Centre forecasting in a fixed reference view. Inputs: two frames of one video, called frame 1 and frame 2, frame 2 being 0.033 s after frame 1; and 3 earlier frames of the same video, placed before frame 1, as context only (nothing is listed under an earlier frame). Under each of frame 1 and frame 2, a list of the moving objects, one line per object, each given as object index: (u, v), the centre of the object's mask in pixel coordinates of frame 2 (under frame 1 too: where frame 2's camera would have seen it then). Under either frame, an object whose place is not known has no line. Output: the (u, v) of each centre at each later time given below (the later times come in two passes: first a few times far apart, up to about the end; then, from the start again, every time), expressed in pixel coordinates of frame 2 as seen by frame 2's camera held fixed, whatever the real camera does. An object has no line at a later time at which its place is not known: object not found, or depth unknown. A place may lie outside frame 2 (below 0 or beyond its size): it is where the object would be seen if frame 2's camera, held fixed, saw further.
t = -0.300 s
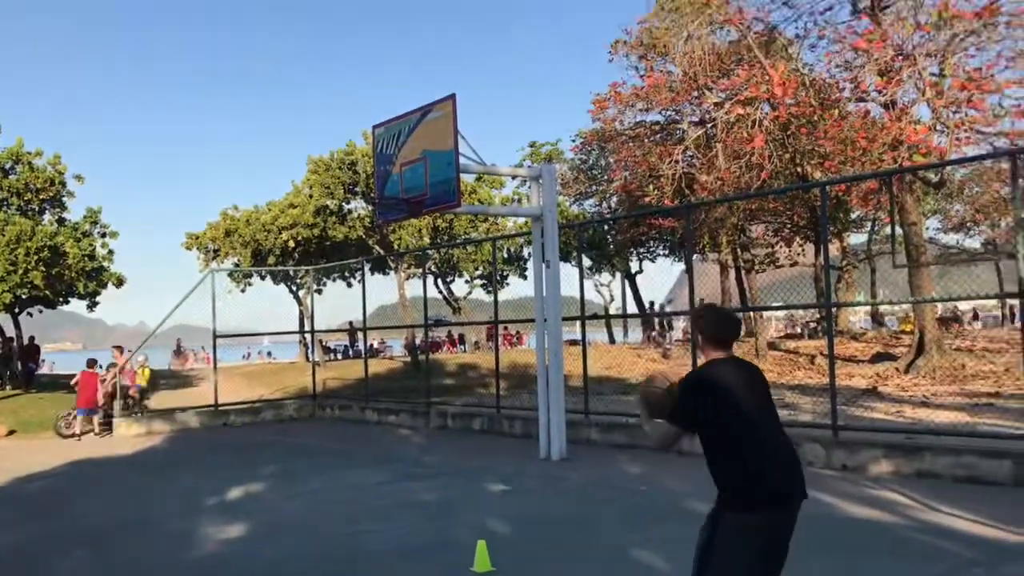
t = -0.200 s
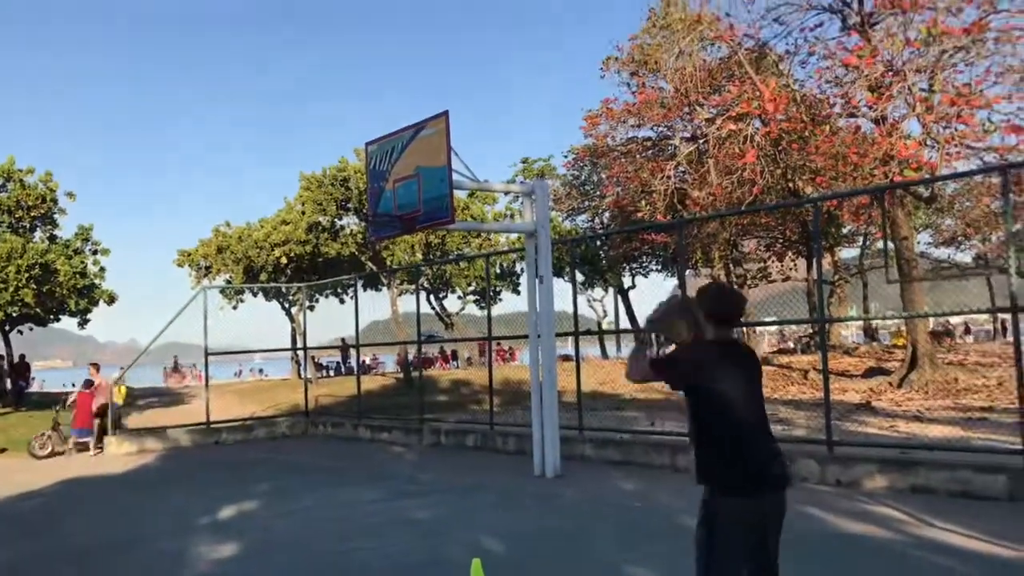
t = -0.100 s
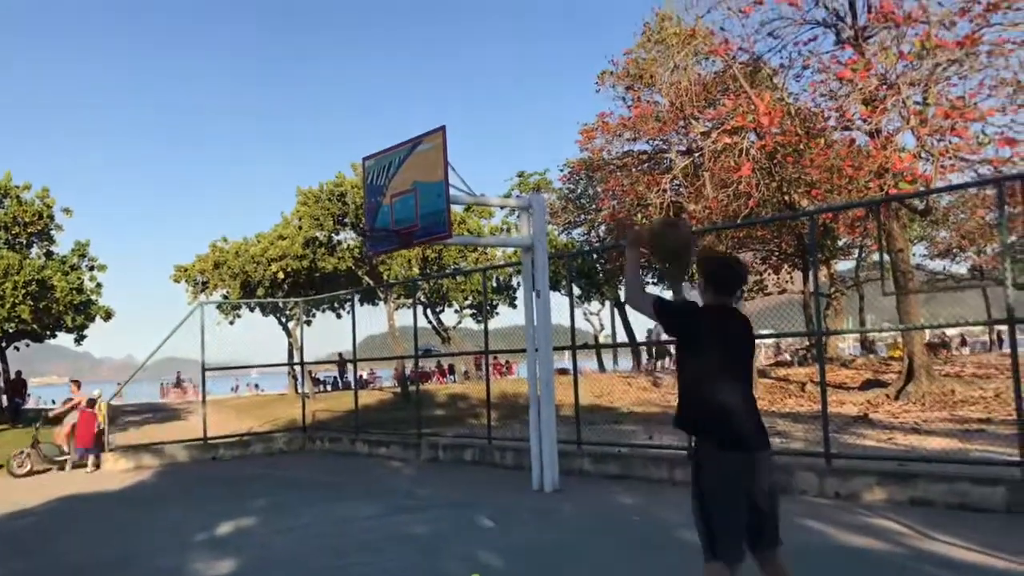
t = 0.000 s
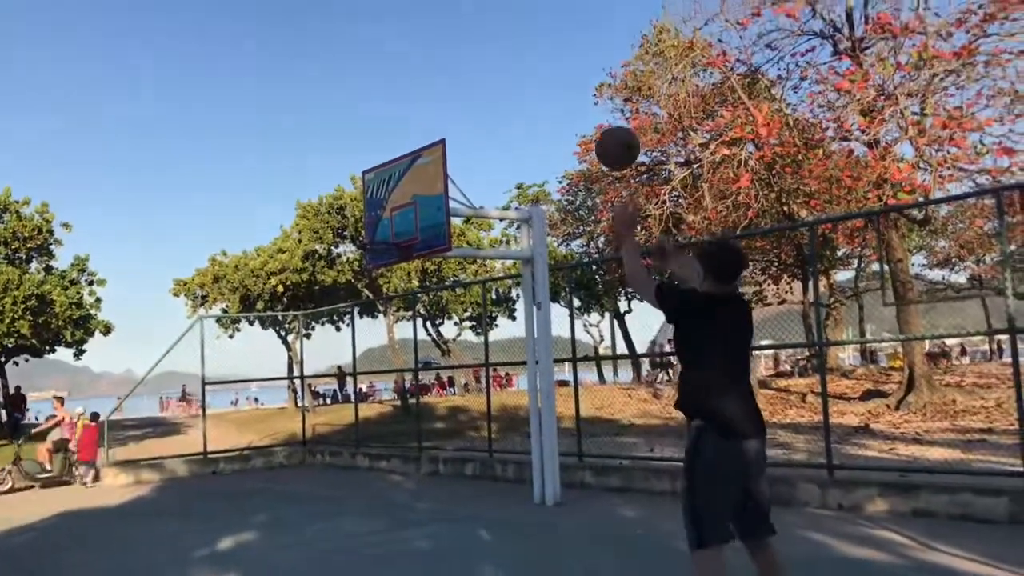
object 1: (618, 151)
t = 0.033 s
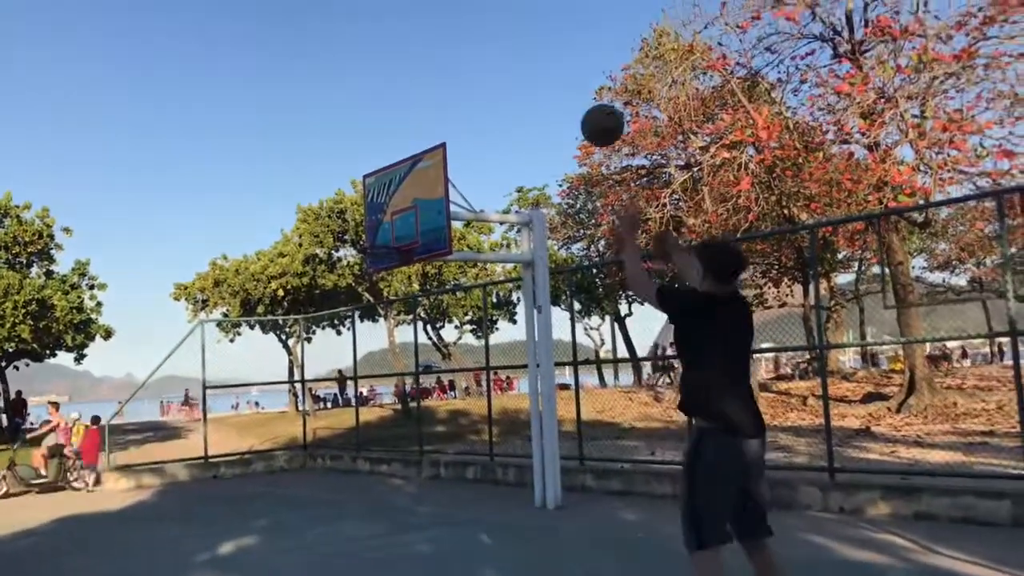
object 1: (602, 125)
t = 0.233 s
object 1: (528, 30)
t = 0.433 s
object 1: (477, 10)
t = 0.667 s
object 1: (435, 47)
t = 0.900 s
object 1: (405, 129)
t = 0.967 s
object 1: (399, 158)
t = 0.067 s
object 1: (588, 102)
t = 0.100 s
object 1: (574, 83)
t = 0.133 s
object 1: (561, 66)
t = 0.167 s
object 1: (550, 52)
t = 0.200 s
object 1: (538, 40)
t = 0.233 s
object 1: (528, 30)
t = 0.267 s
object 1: (518, 22)
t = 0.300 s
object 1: (509, 17)
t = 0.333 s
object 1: (500, 12)
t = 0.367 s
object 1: (492, 10)
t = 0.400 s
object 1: (484, 9)
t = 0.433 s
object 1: (477, 10)
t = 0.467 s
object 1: (470, 12)
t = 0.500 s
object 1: (463, 15)
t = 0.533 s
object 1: (457, 19)
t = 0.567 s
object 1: (451, 25)
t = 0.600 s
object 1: (446, 31)
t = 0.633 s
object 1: (440, 39)
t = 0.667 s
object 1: (435, 47)
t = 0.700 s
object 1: (430, 57)
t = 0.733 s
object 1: (426, 67)
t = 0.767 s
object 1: (421, 78)
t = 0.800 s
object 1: (417, 90)
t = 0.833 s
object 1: (413, 102)
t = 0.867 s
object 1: (409, 115)
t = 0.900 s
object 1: (405, 129)
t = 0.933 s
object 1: (402, 143)
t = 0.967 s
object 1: (399, 158)
